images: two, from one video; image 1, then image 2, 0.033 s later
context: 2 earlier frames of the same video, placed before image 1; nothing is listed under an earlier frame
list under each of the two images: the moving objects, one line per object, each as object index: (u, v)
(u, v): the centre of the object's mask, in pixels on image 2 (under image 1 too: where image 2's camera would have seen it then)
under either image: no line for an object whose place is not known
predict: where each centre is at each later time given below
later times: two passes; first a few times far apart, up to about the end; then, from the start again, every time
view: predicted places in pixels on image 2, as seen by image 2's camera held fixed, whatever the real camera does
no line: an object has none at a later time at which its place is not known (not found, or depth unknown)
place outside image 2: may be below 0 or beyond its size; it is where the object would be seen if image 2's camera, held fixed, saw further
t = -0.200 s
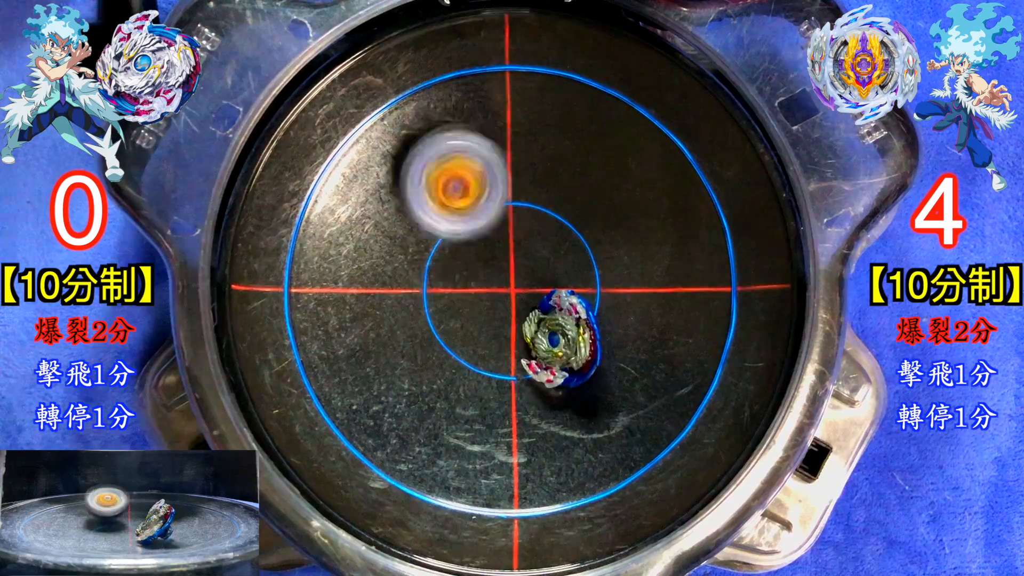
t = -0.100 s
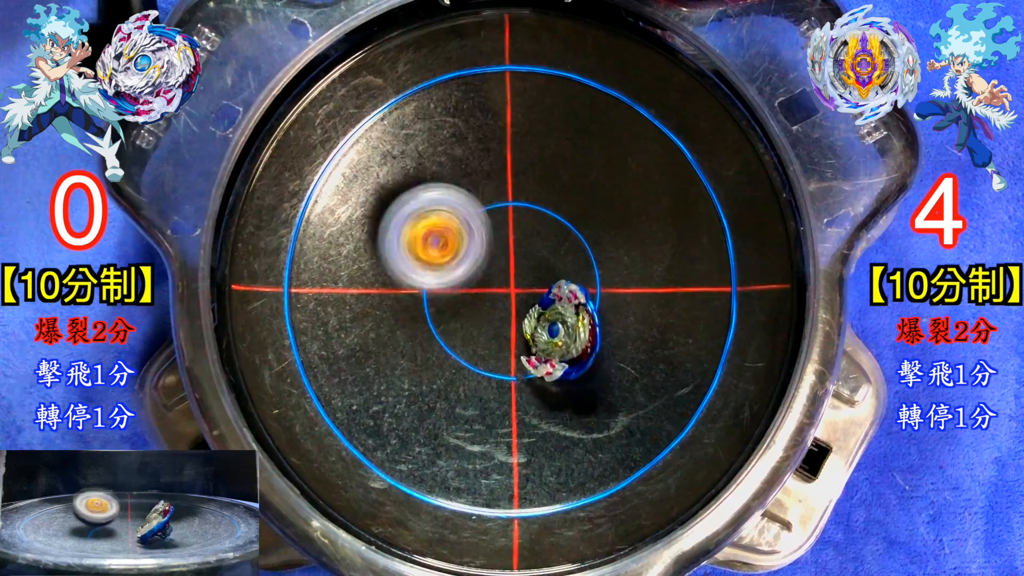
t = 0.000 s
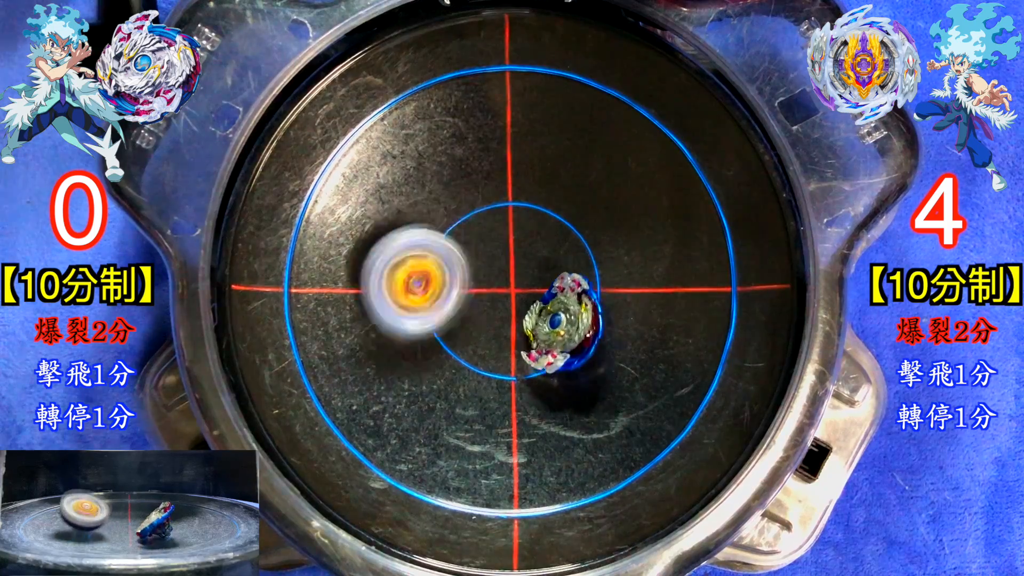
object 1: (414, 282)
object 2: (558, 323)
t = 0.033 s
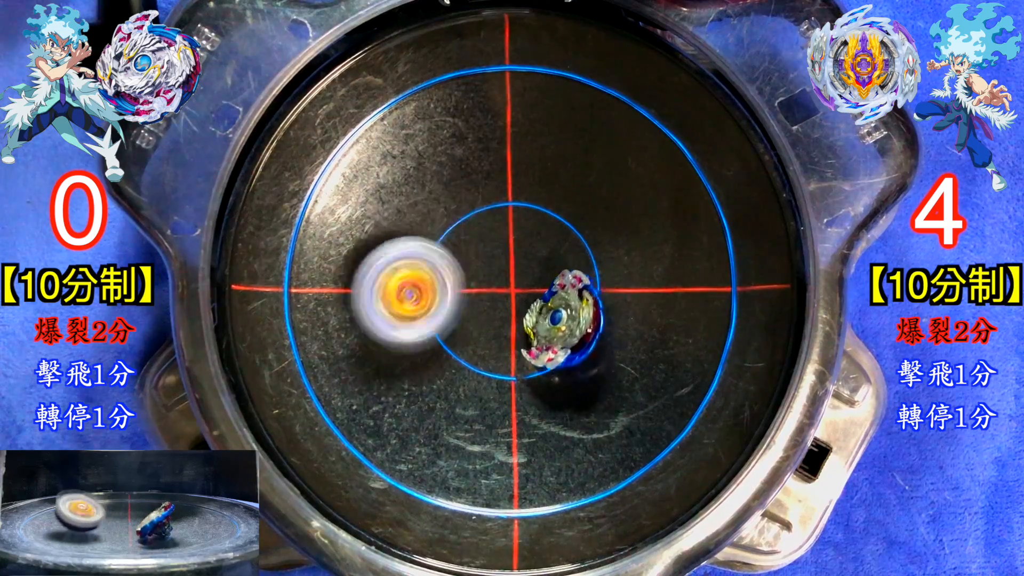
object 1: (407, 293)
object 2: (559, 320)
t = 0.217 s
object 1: (367, 338)
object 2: (565, 308)
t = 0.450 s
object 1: (387, 367)
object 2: (557, 324)
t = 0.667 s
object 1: (444, 382)
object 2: (556, 335)
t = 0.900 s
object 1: (511, 404)
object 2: (563, 318)
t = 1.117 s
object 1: (595, 409)
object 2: (560, 283)
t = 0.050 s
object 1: (403, 298)
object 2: (559, 318)
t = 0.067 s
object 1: (398, 303)
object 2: (560, 317)
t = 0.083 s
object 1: (394, 308)
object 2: (561, 315)
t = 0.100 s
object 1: (389, 313)
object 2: (562, 313)
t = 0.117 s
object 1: (385, 316)
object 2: (563, 311)
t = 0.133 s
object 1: (381, 321)
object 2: (564, 310)
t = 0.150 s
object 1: (377, 325)
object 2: (565, 309)
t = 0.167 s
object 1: (373, 329)
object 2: (565, 309)
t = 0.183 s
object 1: (371, 333)
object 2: (565, 308)
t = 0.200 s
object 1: (369, 335)
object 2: (566, 308)
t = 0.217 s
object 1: (367, 338)
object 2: (565, 308)
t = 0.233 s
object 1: (365, 341)
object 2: (565, 309)
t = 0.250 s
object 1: (364, 344)
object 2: (564, 310)
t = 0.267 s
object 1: (363, 348)
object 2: (563, 311)
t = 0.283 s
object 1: (363, 350)
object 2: (562, 312)
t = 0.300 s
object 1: (364, 352)
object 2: (561, 314)
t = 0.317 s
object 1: (363, 353)
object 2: (560, 315)
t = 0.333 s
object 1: (365, 356)
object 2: (559, 317)
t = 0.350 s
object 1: (367, 359)
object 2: (559, 319)
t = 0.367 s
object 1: (369, 359)
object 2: (559, 320)
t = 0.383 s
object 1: (372, 361)
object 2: (558, 321)
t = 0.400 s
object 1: (375, 362)
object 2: (558, 322)
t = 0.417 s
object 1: (379, 364)
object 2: (558, 323)
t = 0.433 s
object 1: (383, 366)
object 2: (558, 324)
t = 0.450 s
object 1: (387, 367)
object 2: (557, 324)
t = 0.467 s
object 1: (391, 369)
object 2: (557, 326)
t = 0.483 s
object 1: (394, 370)
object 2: (557, 326)
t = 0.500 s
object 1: (400, 370)
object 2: (557, 326)
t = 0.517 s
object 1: (403, 372)
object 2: (557, 327)
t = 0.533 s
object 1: (408, 373)
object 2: (557, 328)
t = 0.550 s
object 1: (413, 375)
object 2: (557, 328)
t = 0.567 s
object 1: (417, 375)
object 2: (556, 329)
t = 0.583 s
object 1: (421, 376)
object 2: (556, 330)
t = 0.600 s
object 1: (425, 377)
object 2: (556, 331)
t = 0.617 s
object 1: (430, 378)
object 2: (556, 332)
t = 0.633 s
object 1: (435, 380)
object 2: (556, 333)
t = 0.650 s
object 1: (439, 381)
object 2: (556, 334)
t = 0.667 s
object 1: (444, 382)
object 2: (556, 335)
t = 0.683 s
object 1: (447, 384)
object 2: (556, 335)
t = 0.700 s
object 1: (452, 385)
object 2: (556, 336)
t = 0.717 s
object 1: (456, 386)
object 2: (556, 336)
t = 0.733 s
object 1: (461, 388)
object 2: (556, 336)
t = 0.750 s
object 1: (466, 390)
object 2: (556, 336)
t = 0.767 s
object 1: (472, 391)
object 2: (556, 335)
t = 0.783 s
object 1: (477, 392)
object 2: (556, 334)
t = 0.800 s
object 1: (481, 393)
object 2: (556, 334)
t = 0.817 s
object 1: (487, 394)
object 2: (557, 331)
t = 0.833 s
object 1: (491, 396)
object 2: (559, 329)
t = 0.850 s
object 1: (495, 400)
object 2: (561, 326)
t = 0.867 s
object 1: (501, 402)
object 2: (563, 322)
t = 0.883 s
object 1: (505, 403)
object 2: (564, 320)
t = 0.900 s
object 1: (511, 404)
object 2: (563, 318)
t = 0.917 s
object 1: (515, 403)
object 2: (562, 315)
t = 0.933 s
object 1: (521, 404)
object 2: (562, 312)
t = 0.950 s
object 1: (526, 404)
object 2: (562, 310)
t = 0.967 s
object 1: (532, 404)
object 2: (562, 308)
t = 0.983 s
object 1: (539, 407)
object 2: (562, 303)
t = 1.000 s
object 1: (546, 408)
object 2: (563, 297)
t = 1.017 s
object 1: (554, 409)
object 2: (563, 293)
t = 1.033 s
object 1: (562, 409)
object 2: (563, 291)
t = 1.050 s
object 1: (570, 409)
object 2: (562, 290)
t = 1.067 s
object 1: (576, 409)
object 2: (561, 288)
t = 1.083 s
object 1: (583, 409)
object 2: (561, 286)
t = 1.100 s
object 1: (589, 410)
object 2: (560, 284)
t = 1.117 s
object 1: (595, 409)
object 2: (560, 283)
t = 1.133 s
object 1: (601, 409)
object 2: (560, 282)
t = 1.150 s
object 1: (607, 409)
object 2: (559, 280)
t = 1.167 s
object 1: (613, 409)
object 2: (559, 279)
